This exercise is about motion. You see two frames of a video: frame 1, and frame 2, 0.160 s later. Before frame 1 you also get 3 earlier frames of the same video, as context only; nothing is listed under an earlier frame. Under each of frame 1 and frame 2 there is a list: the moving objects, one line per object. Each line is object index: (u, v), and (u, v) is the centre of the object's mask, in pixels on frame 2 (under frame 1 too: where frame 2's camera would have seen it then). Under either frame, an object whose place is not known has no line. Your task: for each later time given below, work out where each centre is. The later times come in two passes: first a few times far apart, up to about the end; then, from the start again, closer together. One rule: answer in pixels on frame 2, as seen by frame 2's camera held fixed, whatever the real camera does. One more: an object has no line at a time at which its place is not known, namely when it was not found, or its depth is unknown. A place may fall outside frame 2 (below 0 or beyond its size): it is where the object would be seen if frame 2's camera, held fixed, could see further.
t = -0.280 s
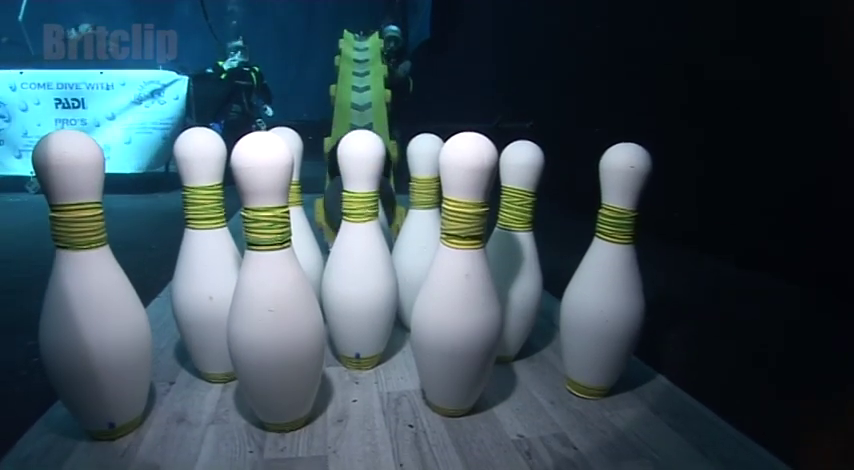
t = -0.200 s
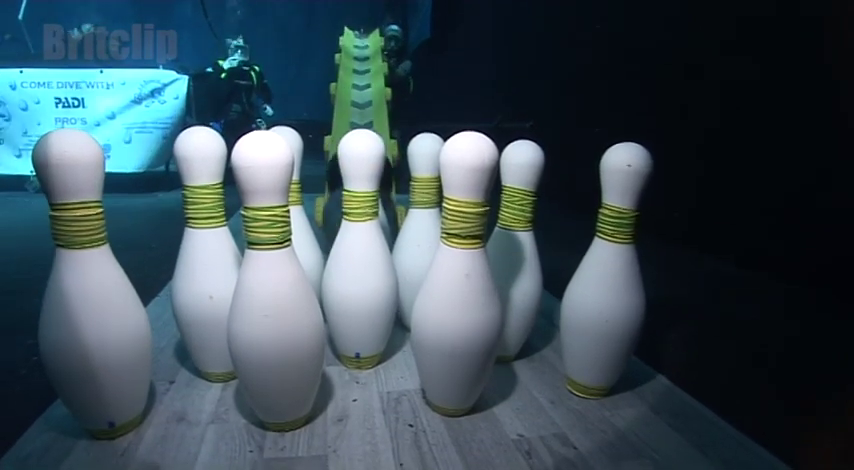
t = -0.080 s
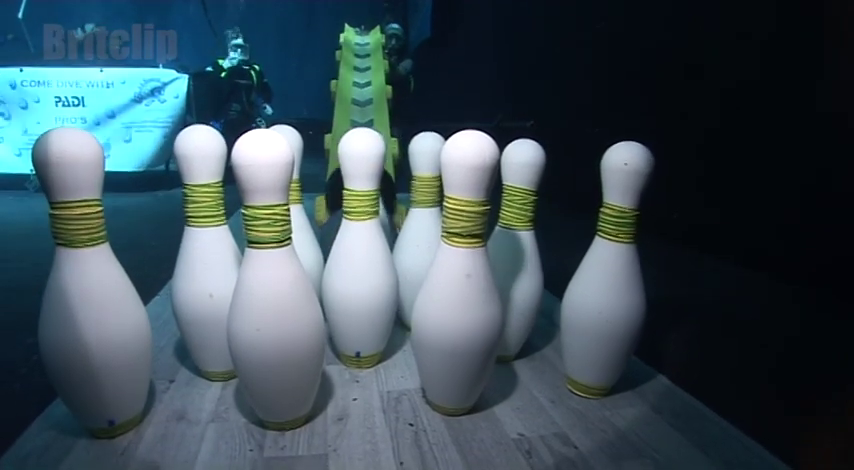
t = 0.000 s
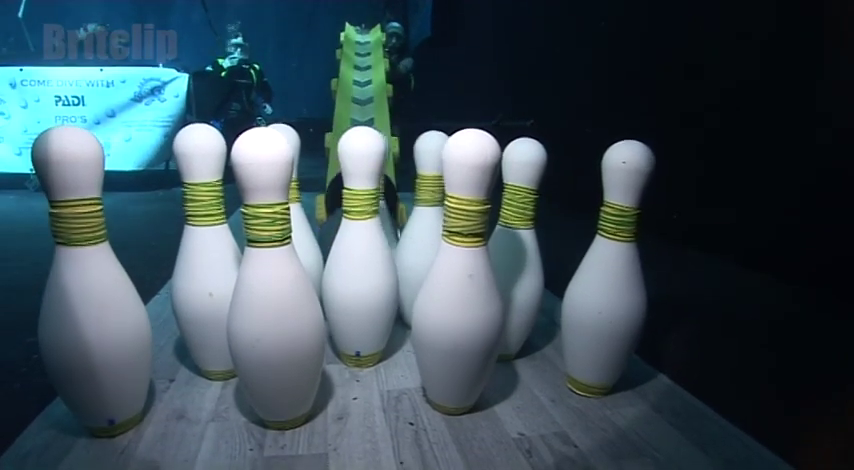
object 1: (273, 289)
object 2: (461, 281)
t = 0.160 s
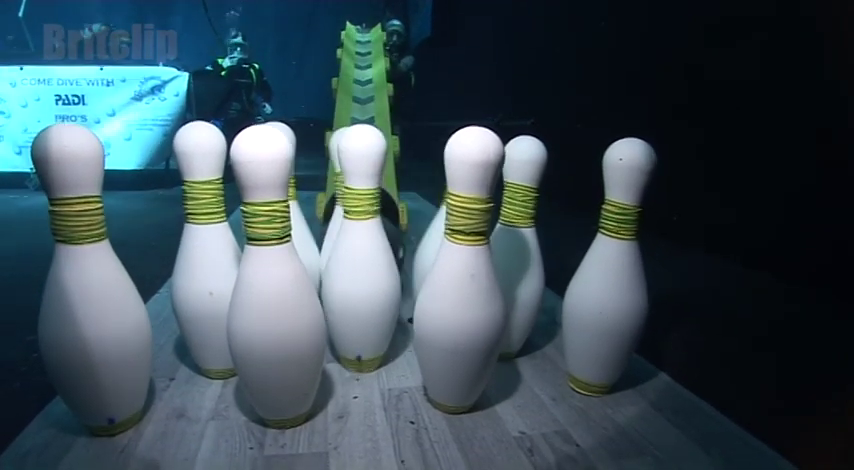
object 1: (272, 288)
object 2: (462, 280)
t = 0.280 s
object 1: (272, 288)
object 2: (464, 279)
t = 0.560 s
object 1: (264, 288)
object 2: (467, 278)
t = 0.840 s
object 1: (253, 287)
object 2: (479, 279)
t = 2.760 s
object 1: (134, 424)
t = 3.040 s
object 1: (137, 415)
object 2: (471, 280)
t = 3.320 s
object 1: (136, 418)
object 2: (468, 280)
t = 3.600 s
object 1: (134, 422)
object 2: (464, 280)
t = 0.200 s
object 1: (272, 288)
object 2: (463, 280)
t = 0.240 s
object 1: (272, 288)
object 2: (463, 280)
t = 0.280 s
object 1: (272, 288)
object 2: (464, 279)
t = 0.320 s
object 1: (272, 287)
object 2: (464, 280)
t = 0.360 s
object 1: (272, 288)
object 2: (465, 279)
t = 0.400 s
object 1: (272, 287)
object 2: (465, 279)
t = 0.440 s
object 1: (271, 288)
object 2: (466, 279)
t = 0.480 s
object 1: (268, 288)
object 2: (466, 279)
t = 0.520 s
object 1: (266, 288)
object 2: (466, 279)
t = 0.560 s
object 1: (264, 288)
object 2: (467, 278)
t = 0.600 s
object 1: (262, 287)
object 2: (469, 279)
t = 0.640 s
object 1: (260, 288)
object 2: (471, 279)
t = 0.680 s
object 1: (259, 287)
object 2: (473, 279)
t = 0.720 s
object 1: (257, 287)
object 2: (475, 279)
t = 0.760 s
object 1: (255, 287)
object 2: (476, 279)
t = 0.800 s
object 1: (254, 287)
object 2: (477, 280)
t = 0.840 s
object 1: (253, 287)
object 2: (479, 279)
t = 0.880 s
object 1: (252, 287)
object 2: (479, 280)
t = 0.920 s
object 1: (252, 286)
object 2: (480, 279)
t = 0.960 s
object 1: (250, 287)
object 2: (481, 279)
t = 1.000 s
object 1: (246, 285)
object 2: (481, 280)
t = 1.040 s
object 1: (242, 286)
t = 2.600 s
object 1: (133, 427)
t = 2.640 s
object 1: (134, 427)
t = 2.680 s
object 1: (133, 426)
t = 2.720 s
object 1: (133, 425)
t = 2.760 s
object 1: (134, 424)
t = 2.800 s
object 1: (135, 422)
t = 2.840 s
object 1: (135, 421)
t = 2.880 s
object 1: (136, 419)
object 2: (472, 280)
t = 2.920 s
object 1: (137, 418)
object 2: (472, 280)
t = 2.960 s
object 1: (137, 416)
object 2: (472, 280)
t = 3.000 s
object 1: (137, 415)
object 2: (472, 280)
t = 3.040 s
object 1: (137, 415)
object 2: (471, 280)
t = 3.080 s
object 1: (137, 415)
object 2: (471, 281)
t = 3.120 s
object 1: (137, 415)
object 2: (471, 280)
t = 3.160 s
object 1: (137, 415)
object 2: (470, 280)
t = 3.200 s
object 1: (137, 416)
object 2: (470, 280)
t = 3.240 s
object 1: (137, 416)
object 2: (469, 281)
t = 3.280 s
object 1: (137, 417)
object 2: (468, 281)
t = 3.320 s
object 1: (136, 418)
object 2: (468, 280)
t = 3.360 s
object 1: (136, 419)
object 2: (467, 280)
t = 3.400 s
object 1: (136, 420)
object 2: (466, 279)
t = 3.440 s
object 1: (135, 421)
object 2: (466, 280)
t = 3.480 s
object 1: (135, 422)
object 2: (465, 280)
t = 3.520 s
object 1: (135, 422)
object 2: (465, 280)
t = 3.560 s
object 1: (135, 422)
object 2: (465, 280)
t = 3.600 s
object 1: (134, 422)
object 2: (464, 280)
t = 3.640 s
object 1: (134, 422)
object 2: (464, 280)
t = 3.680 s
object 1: (134, 422)
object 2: (463, 280)
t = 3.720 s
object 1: (134, 422)
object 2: (463, 280)
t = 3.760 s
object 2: (463, 280)
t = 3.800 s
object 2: (463, 280)
